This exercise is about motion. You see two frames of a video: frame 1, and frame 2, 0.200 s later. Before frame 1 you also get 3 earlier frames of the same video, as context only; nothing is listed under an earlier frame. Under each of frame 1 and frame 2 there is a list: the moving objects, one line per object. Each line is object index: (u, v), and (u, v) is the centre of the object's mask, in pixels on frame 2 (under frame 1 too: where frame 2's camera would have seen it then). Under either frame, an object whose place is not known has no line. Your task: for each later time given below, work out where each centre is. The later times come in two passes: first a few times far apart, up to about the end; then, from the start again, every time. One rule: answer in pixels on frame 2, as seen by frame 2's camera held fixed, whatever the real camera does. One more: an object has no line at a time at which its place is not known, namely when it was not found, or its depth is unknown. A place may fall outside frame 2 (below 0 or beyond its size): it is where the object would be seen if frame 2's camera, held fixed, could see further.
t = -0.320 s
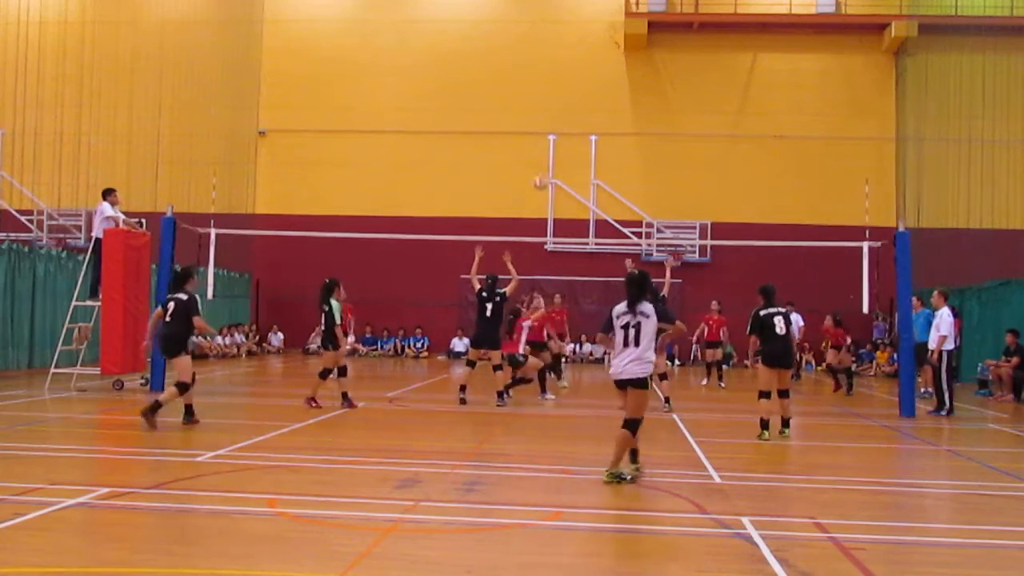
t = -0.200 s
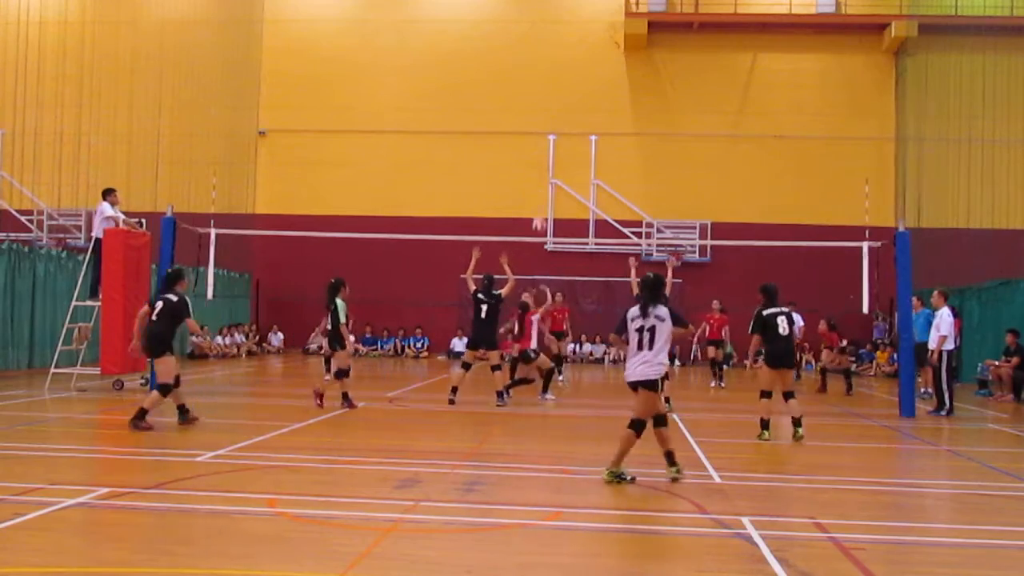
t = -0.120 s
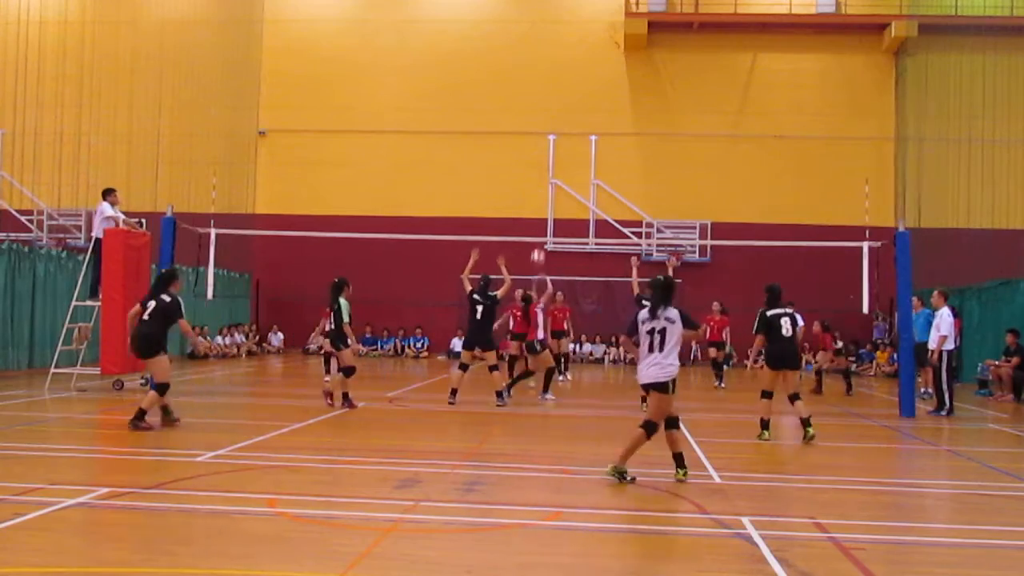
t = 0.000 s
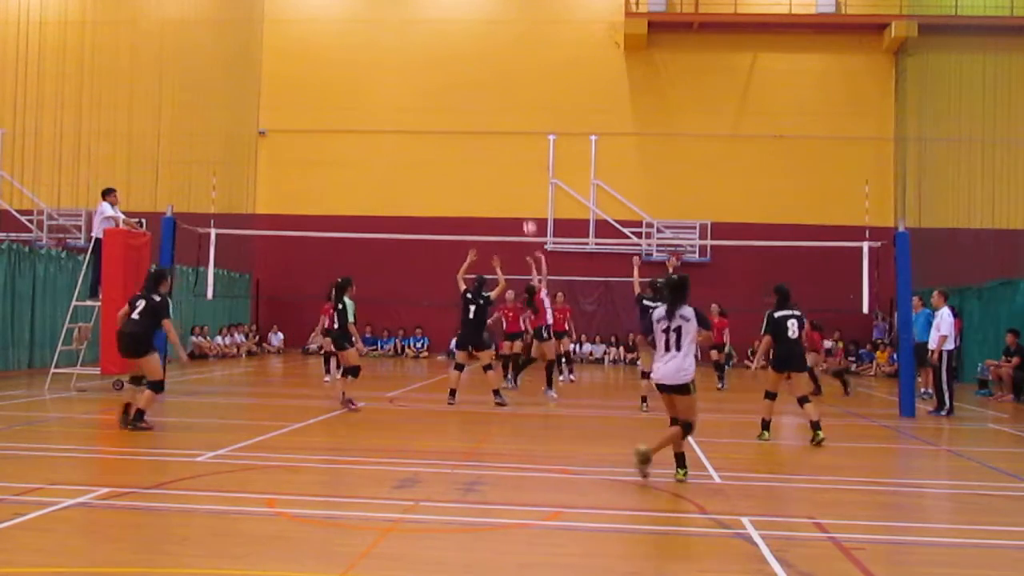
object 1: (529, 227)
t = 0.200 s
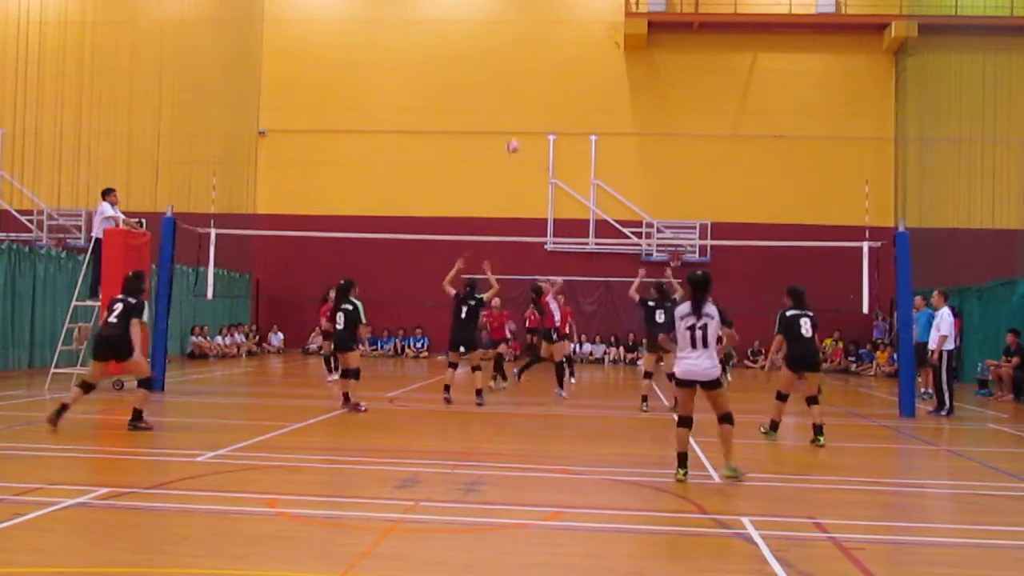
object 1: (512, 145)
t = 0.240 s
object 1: (509, 132)
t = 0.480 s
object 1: (492, 79)
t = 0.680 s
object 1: (476, 63)
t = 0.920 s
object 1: (457, 81)
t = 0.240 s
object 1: (509, 132)
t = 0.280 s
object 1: (506, 120)
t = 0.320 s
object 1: (504, 109)
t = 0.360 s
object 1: (500, 100)
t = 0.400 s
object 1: (497, 92)
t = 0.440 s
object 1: (494, 85)
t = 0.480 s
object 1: (492, 79)
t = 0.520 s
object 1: (488, 74)
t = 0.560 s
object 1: (485, 70)
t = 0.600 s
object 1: (482, 67)
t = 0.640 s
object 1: (480, 64)
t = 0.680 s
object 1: (476, 63)
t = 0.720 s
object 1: (473, 64)
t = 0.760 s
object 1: (470, 65)
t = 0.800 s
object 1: (466, 68)
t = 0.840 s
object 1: (463, 71)
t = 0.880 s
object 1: (460, 76)
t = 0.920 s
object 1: (457, 81)
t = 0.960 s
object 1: (453, 87)
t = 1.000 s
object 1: (450, 94)
